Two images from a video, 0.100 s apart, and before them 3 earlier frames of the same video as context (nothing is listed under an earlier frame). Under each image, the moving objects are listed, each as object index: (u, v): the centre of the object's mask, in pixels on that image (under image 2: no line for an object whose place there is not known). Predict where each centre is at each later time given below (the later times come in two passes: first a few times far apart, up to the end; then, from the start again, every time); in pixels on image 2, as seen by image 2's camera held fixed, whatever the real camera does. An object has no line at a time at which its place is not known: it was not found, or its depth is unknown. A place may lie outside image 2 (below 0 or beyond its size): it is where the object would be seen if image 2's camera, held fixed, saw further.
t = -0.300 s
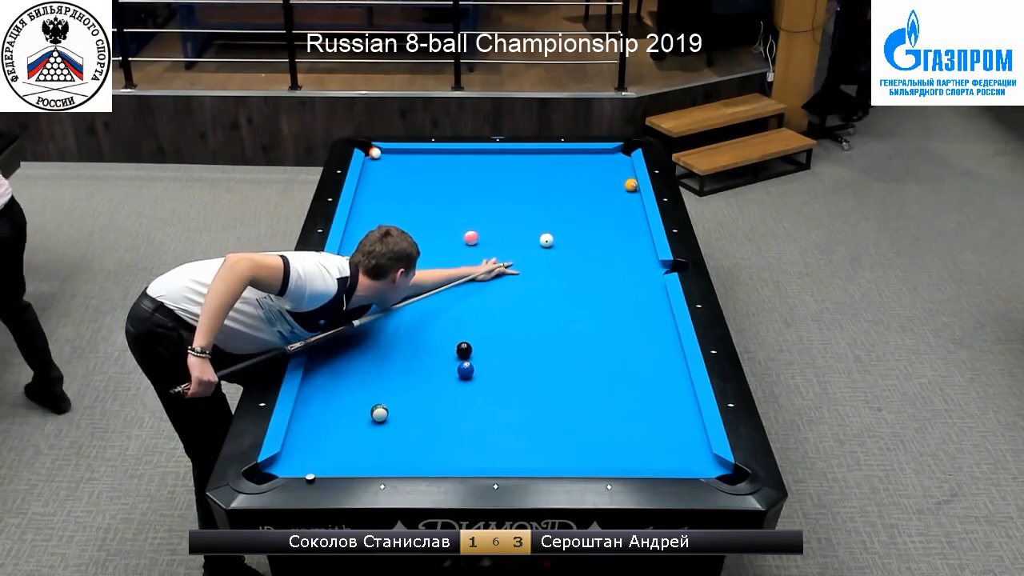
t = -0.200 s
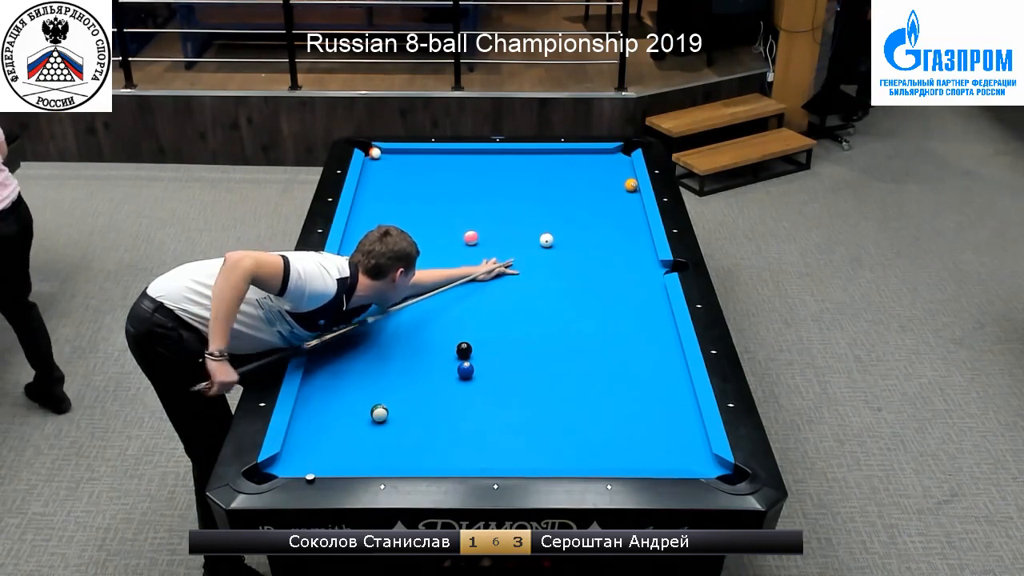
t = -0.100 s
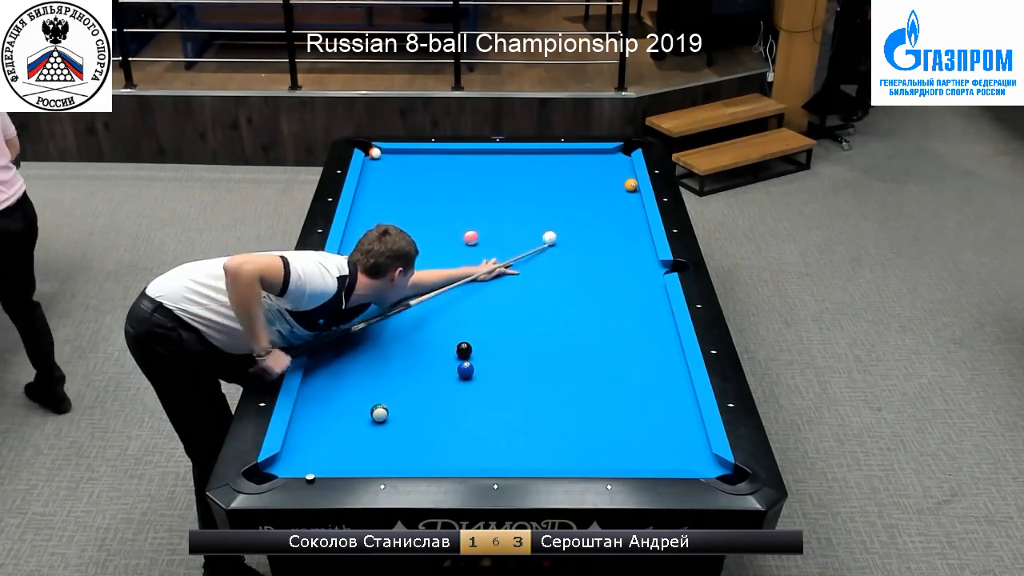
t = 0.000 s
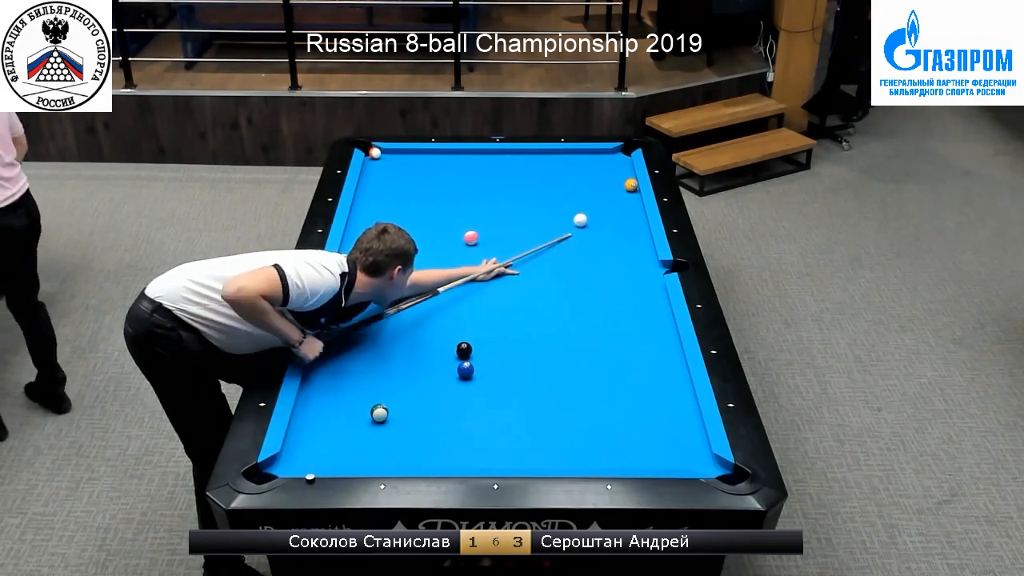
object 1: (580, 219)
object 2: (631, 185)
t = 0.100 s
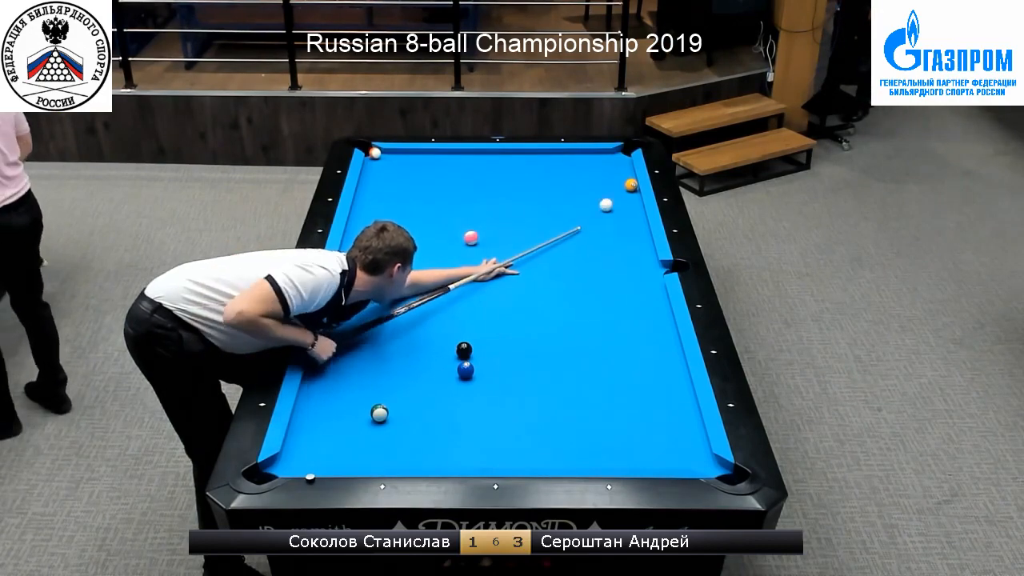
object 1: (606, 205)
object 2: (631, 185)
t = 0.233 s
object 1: (633, 190)
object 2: (630, 181)
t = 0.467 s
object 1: (611, 197)
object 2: (627, 164)
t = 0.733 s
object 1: (587, 204)
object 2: (625, 149)
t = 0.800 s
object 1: (581, 207)
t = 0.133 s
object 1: (613, 200)
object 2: (631, 184)
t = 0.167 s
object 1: (620, 196)
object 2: (631, 184)
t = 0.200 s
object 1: (627, 192)
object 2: (632, 183)
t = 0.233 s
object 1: (633, 190)
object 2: (630, 181)
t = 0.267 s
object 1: (631, 191)
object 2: (630, 179)
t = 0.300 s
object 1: (627, 192)
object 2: (630, 177)
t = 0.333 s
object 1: (624, 193)
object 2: (629, 174)
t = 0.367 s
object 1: (621, 194)
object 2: (628, 171)
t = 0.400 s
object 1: (618, 195)
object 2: (628, 169)
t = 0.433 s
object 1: (615, 196)
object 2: (627, 166)
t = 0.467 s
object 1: (611, 197)
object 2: (627, 164)
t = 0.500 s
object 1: (608, 198)
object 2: (626, 162)
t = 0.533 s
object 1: (605, 199)
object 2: (625, 160)
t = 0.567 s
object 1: (602, 200)
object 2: (625, 157)
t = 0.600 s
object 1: (599, 201)
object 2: (624, 155)
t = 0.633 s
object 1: (596, 202)
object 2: (623, 153)
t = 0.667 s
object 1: (593, 203)
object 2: (623, 150)
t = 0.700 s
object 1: (590, 204)
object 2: (622, 149)
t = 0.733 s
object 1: (587, 204)
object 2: (625, 149)
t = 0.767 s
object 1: (584, 206)
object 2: (628, 149)
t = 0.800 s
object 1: (581, 207)
